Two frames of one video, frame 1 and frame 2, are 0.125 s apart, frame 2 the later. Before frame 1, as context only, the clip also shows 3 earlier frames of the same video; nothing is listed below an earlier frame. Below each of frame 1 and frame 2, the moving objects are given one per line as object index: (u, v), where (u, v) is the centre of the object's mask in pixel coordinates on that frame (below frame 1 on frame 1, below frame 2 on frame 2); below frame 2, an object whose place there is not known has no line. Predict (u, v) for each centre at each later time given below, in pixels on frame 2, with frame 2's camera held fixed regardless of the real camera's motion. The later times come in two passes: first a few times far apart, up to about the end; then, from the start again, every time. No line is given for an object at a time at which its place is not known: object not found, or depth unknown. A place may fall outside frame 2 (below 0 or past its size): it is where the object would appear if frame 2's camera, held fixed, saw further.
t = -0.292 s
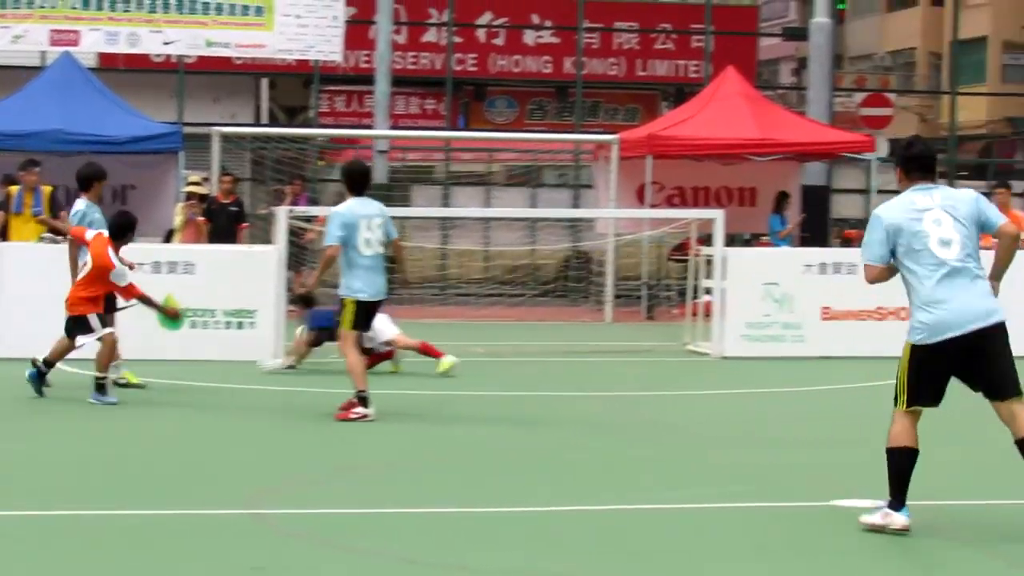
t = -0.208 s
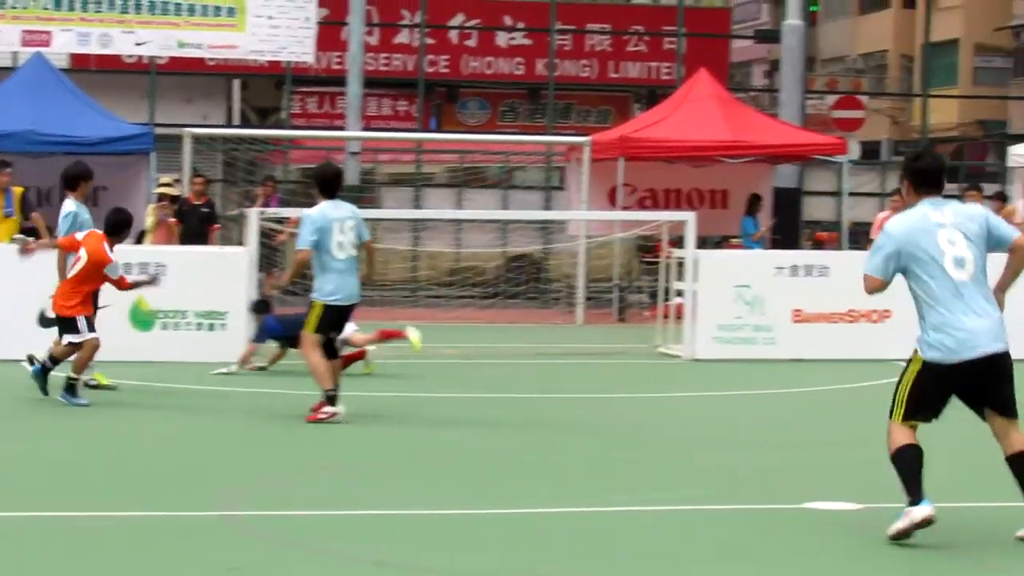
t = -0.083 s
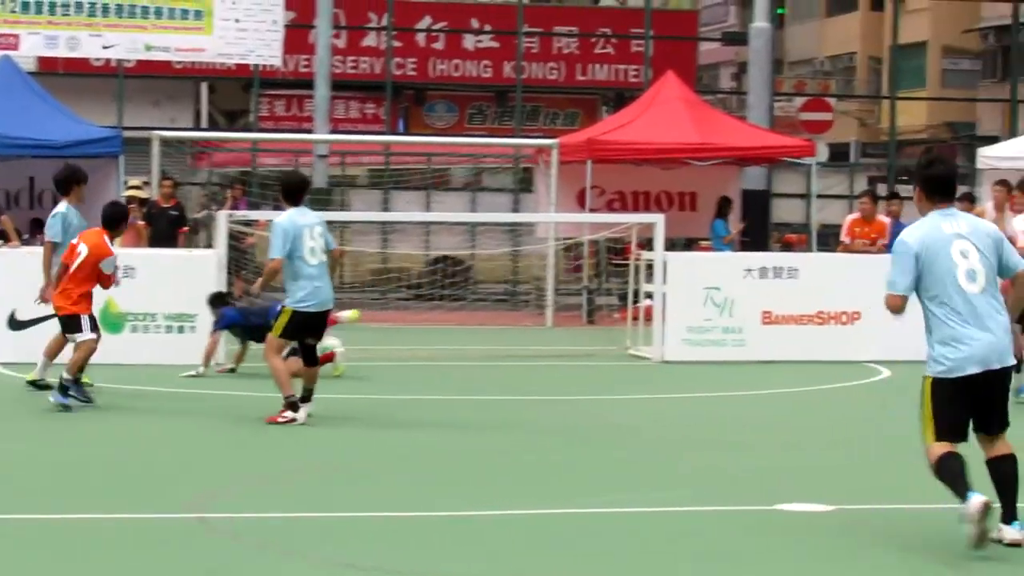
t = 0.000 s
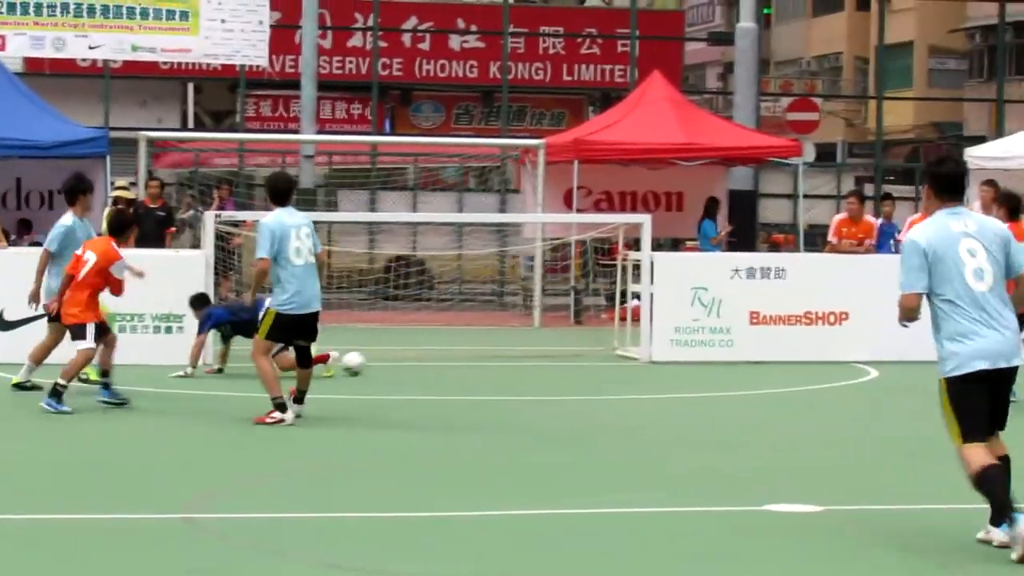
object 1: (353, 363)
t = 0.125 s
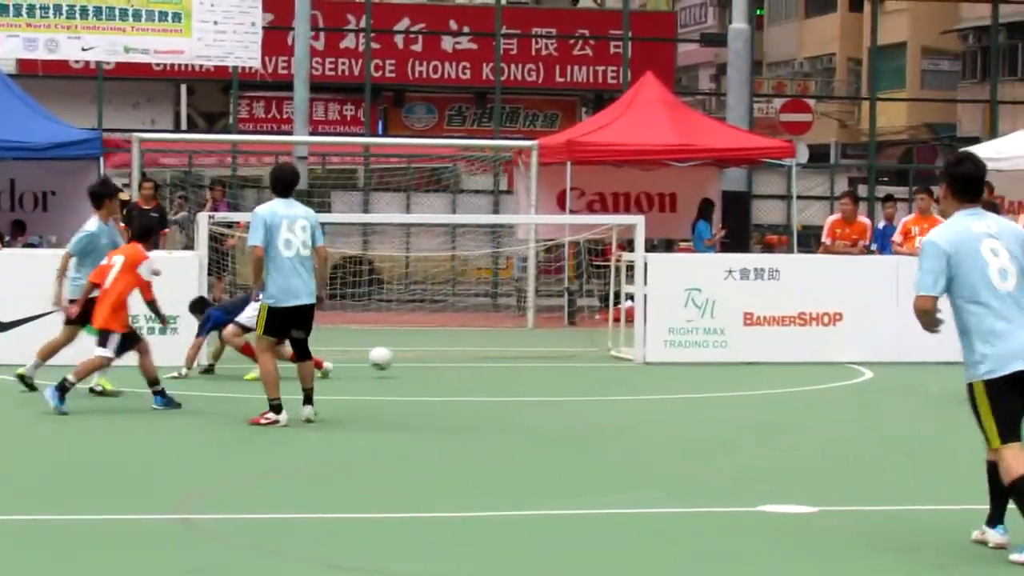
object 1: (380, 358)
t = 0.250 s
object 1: (415, 367)
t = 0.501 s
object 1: (477, 370)
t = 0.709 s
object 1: (529, 373)
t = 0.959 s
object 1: (593, 376)
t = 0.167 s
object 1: (392, 360)
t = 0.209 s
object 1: (404, 364)
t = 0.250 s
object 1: (415, 367)
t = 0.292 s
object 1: (426, 365)
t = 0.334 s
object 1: (436, 365)
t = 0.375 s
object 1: (446, 367)
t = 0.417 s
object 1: (456, 369)
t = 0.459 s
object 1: (466, 368)
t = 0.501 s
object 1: (477, 370)
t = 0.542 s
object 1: (487, 371)
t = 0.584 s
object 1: (497, 371)
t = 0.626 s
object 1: (508, 372)
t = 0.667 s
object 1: (518, 372)
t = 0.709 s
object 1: (529, 373)
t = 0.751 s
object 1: (540, 373)
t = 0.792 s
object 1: (550, 374)
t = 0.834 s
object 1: (561, 374)
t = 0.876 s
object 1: (571, 375)
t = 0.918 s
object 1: (582, 376)
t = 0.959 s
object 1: (593, 376)
